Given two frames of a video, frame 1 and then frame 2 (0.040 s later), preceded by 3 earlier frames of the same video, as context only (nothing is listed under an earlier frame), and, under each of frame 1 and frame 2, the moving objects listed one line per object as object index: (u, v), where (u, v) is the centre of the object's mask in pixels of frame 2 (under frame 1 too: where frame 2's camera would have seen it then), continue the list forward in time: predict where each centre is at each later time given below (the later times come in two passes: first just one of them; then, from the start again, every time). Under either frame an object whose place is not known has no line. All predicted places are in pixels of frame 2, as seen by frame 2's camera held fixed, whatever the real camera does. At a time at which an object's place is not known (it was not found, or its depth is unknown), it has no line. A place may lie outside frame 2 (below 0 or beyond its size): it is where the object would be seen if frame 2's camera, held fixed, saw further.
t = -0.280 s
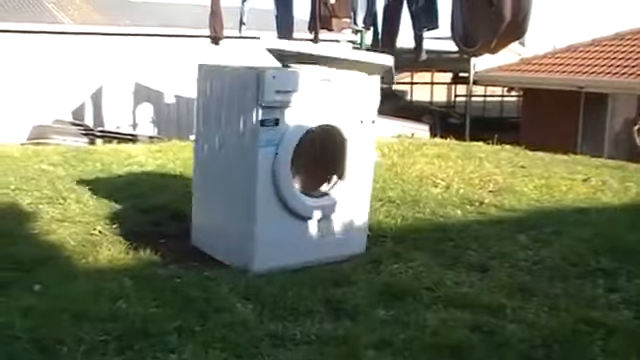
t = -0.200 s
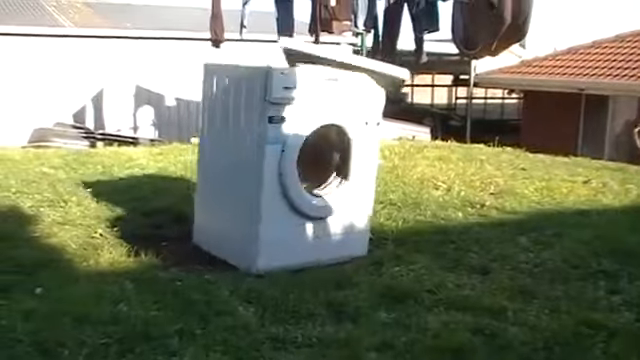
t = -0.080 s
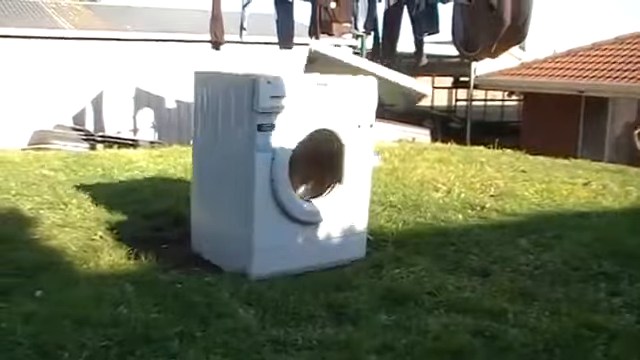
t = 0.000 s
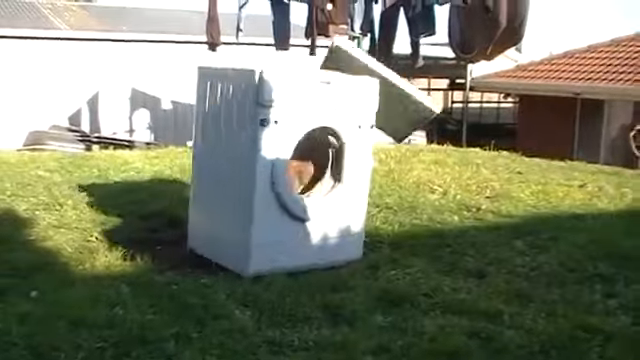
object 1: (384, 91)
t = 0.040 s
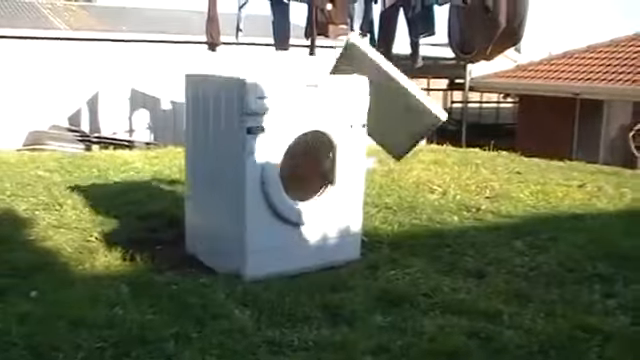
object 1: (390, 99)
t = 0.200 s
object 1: (409, 161)
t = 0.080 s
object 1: (398, 110)
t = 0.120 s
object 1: (406, 127)
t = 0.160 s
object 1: (408, 142)
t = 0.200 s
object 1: (409, 161)
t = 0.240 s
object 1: (418, 161)
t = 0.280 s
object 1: (425, 160)
